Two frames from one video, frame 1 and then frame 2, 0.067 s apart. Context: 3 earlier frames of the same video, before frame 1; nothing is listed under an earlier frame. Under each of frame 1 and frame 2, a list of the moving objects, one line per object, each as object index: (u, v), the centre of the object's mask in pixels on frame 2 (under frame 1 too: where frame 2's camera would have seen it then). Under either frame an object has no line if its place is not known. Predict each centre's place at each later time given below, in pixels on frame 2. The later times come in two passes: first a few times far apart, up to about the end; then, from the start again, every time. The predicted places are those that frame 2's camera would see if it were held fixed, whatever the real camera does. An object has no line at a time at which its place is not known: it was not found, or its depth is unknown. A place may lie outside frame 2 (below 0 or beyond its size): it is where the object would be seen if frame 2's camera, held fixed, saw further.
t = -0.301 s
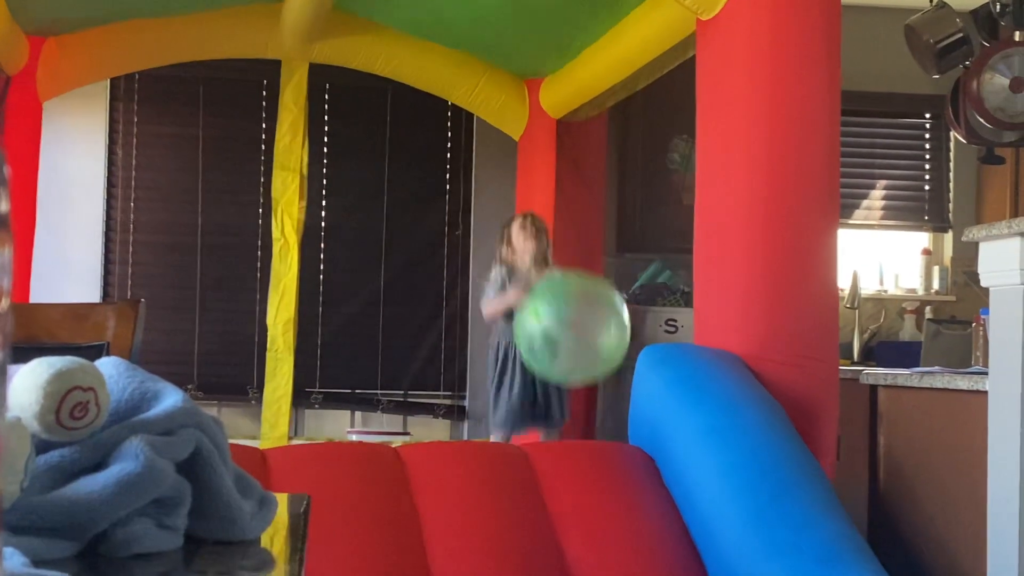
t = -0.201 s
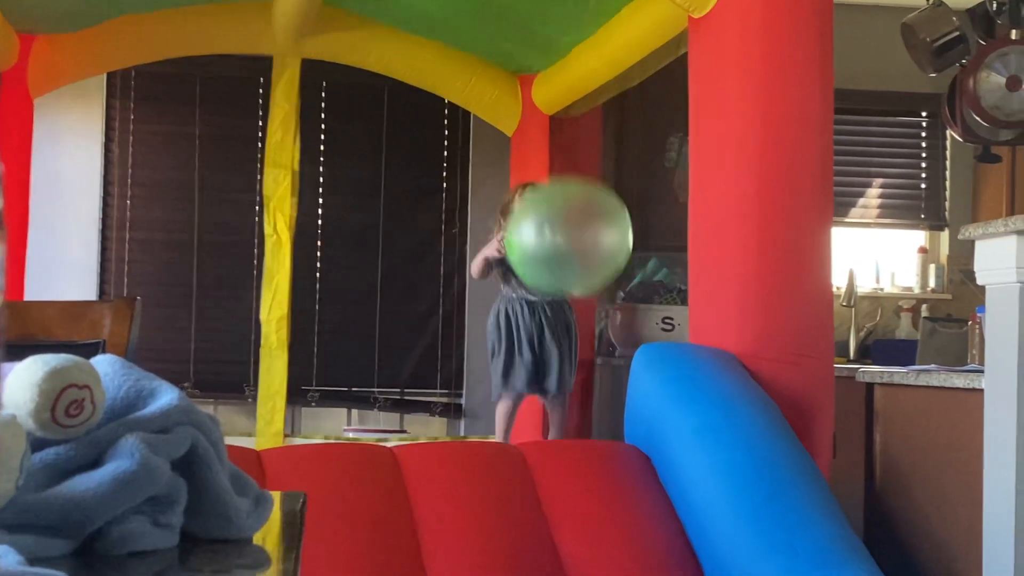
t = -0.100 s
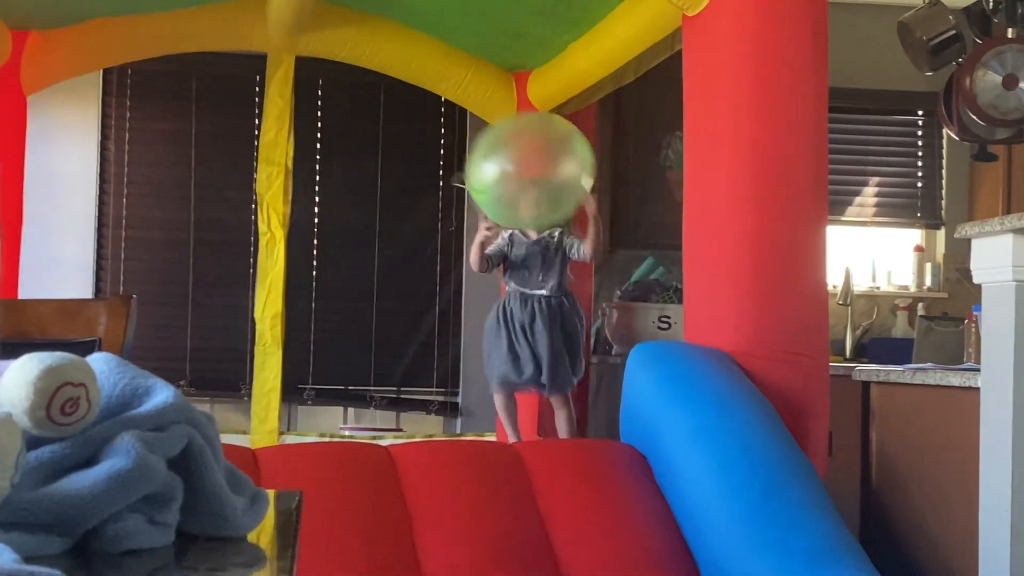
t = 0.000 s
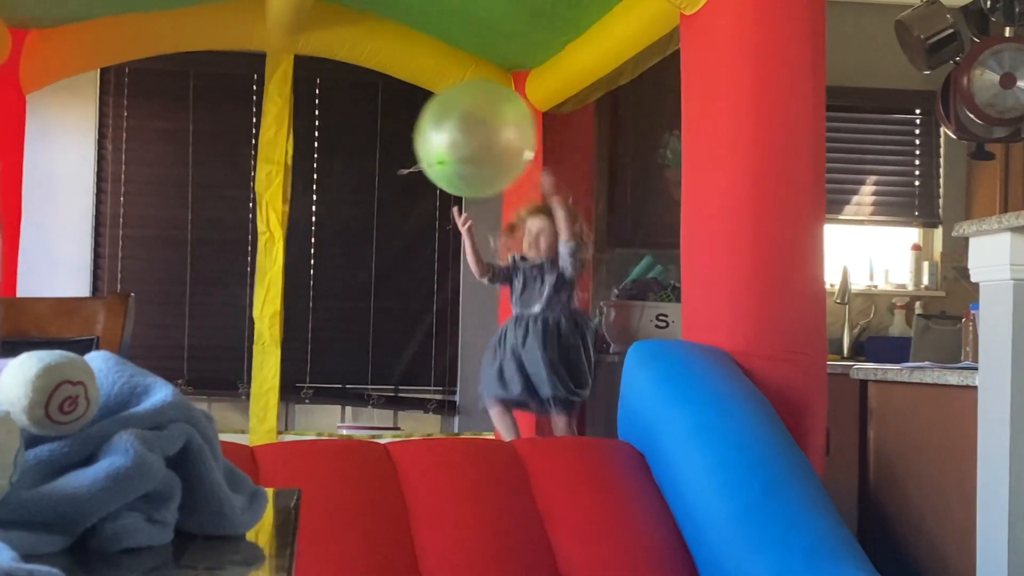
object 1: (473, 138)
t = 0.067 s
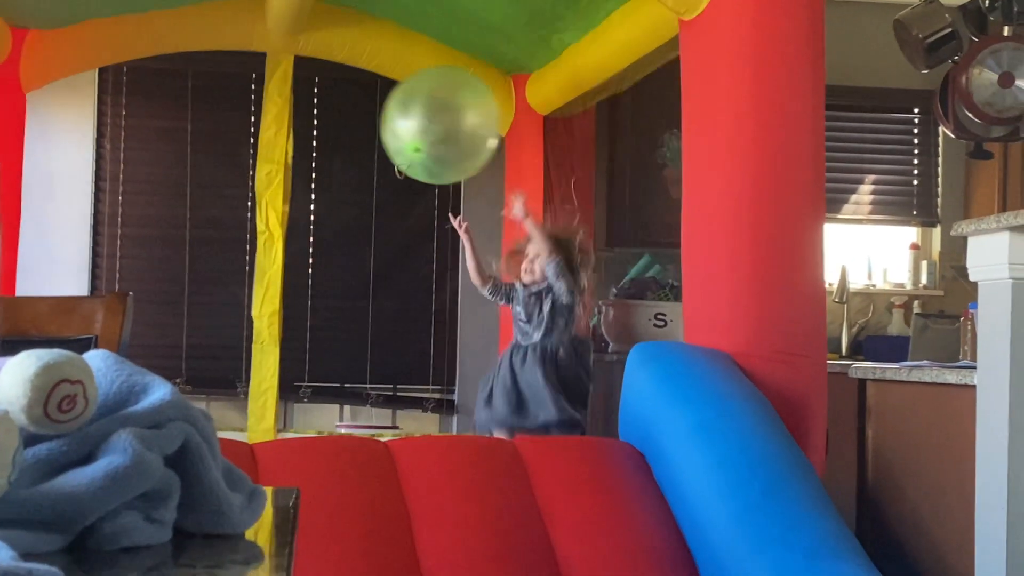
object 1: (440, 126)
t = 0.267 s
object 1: (350, 118)
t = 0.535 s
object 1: (256, 164)
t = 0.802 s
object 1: (193, 256)
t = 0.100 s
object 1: (424, 122)
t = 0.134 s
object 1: (408, 119)
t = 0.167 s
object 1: (393, 117)
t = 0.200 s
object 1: (378, 117)
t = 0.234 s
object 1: (363, 117)
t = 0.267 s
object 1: (350, 118)
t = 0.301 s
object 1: (337, 121)
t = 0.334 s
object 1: (324, 125)
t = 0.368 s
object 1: (311, 130)
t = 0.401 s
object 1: (299, 136)
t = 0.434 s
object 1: (287, 142)
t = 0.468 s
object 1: (276, 149)
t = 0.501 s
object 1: (266, 156)
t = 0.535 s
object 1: (256, 164)
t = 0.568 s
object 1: (246, 174)
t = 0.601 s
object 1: (238, 184)
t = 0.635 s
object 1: (229, 194)
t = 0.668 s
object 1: (221, 206)
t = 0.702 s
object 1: (213, 217)
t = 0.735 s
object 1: (206, 230)
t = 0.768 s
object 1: (199, 242)
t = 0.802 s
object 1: (193, 256)
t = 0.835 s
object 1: (188, 270)
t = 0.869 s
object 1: (184, 284)
